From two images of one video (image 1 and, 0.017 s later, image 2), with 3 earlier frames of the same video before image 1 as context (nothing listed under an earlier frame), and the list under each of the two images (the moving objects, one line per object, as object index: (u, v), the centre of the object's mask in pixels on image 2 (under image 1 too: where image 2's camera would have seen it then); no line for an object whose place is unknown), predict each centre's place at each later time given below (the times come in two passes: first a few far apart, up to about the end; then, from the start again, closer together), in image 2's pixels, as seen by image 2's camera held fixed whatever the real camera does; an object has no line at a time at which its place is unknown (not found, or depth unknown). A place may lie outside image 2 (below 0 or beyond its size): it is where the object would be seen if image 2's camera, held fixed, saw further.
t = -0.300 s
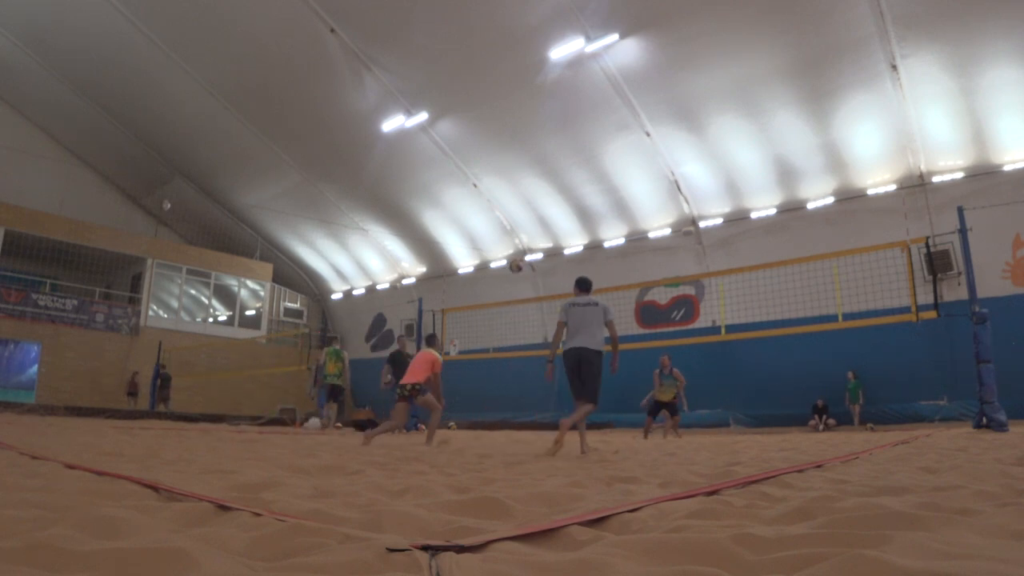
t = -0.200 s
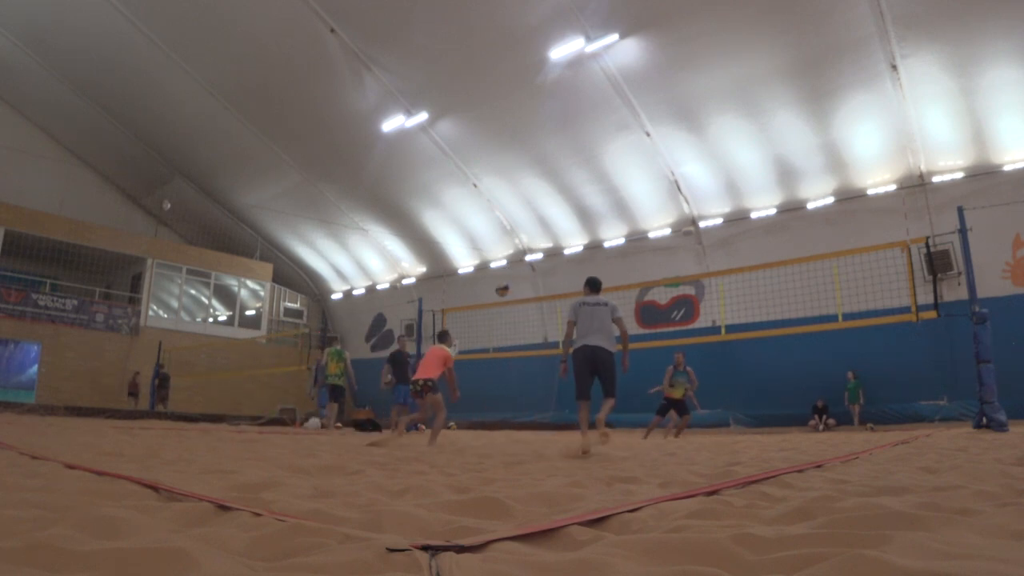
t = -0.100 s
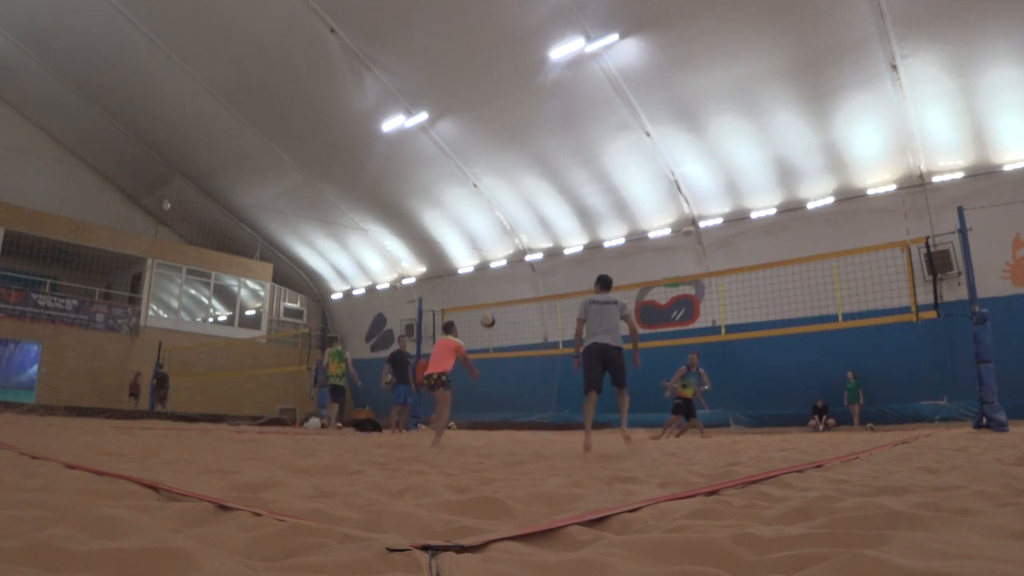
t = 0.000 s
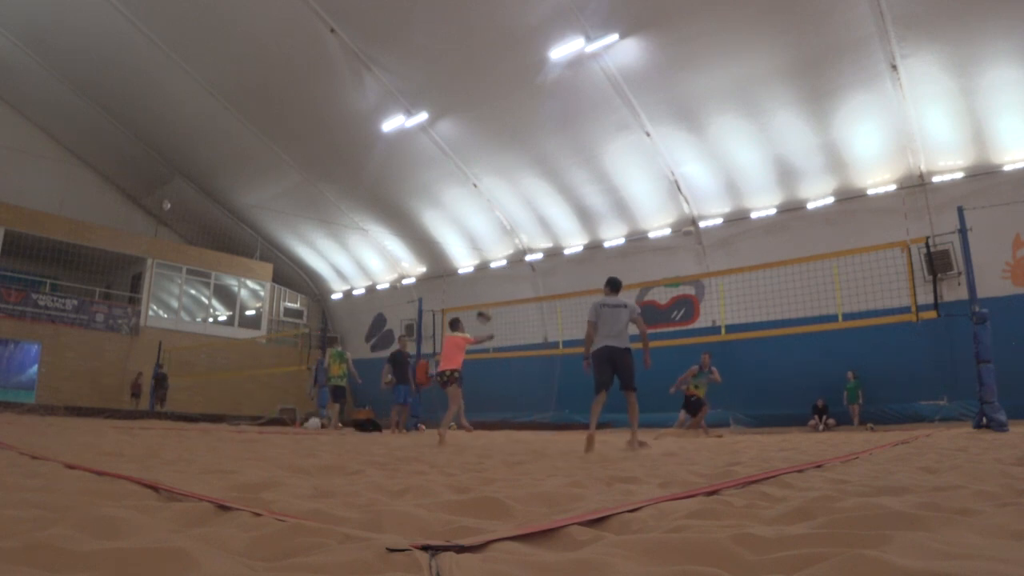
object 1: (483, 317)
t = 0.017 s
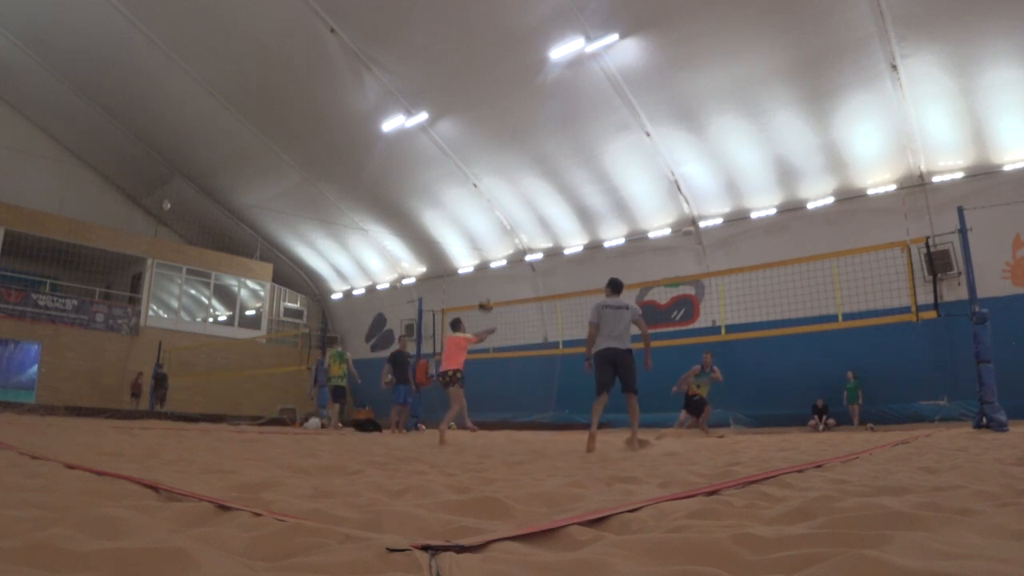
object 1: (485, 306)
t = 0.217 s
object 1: (506, 197)
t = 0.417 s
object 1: (523, 122)
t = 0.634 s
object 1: (539, 73)
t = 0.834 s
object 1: (553, 52)
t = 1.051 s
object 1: (570, 52)
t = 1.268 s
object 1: (587, 79)
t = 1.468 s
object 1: (605, 130)
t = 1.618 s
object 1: (619, 188)
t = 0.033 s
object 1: (487, 296)
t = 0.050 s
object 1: (488, 286)
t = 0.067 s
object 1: (490, 277)
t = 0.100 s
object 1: (494, 256)
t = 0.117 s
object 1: (496, 247)
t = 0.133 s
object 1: (498, 237)
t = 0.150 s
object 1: (500, 229)
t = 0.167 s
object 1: (501, 221)
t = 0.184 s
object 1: (503, 213)
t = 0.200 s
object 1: (504, 205)
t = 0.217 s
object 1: (506, 197)
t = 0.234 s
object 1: (508, 189)
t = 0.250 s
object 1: (509, 182)
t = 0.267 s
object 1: (510, 175)
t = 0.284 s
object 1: (512, 169)
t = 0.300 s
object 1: (513, 162)
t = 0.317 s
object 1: (515, 156)
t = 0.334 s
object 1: (516, 150)
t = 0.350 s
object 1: (517, 144)
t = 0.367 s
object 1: (519, 139)
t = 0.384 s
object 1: (520, 132)
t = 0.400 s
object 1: (521, 127)
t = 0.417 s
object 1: (523, 122)
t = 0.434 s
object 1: (524, 117)
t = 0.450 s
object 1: (525, 113)
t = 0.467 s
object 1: (527, 109)
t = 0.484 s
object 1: (528, 104)
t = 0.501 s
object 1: (529, 100)
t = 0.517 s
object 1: (530, 96)
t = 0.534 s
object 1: (532, 92)
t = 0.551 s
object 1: (533, 88)
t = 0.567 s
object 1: (534, 85)
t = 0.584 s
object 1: (535, 82)
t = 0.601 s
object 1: (536, 79)
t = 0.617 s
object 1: (538, 75)
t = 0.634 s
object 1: (539, 73)
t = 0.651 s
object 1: (540, 70)
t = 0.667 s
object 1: (541, 67)
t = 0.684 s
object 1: (543, 64)
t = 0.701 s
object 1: (544, 63)
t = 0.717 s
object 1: (544, 62)
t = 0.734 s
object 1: (546, 59)
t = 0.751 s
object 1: (546, 58)
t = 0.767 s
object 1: (548, 57)
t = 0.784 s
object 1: (549, 54)
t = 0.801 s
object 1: (551, 53)
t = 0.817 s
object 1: (552, 52)
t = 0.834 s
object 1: (553, 52)
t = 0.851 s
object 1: (554, 50)
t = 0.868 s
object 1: (555, 51)
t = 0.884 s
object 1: (558, 48)
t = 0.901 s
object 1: (558, 48)
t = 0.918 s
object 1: (559, 48)
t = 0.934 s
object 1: (560, 48)
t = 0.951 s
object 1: (562, 48)
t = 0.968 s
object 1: (563, 48)
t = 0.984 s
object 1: (565, 49)
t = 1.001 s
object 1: (566, 49)
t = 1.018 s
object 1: (567, 50)
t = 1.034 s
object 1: (569, 51)
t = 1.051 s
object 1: (570, 52)
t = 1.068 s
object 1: (572, 55)
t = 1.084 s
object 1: (574, 57)
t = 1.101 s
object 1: (575, 58)
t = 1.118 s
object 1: (576, 59)
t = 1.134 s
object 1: (576, 60)
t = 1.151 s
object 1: (577, 61)
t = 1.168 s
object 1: (579, 63)
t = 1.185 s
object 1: (580, 65)
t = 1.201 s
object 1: (581, 68)
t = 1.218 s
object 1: (583, 70)
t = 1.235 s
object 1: (585, 73)
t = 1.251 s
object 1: (586, 76)
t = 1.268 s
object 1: (587, 79)
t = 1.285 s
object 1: (589, 82)
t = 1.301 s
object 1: (590, 86)
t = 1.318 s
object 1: (592, 89)
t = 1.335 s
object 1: (593, 93)
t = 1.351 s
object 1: (594, 97)
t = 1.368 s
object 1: (596, 101)
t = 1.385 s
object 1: (597, 106)
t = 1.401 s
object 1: (599, 110)
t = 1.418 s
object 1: (600, 115)
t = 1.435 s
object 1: (602, 120)
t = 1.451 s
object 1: (604, 125)
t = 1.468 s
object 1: (605, 130)
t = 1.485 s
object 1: (607, 136)
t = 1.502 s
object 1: (608, 142)
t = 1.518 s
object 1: (610, 147)
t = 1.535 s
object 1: (611, 154)
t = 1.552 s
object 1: (613, 160)
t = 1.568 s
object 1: (614, 167)
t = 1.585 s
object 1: (616, 174)
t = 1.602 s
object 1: (617, 181)
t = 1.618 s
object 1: (619, 188)
